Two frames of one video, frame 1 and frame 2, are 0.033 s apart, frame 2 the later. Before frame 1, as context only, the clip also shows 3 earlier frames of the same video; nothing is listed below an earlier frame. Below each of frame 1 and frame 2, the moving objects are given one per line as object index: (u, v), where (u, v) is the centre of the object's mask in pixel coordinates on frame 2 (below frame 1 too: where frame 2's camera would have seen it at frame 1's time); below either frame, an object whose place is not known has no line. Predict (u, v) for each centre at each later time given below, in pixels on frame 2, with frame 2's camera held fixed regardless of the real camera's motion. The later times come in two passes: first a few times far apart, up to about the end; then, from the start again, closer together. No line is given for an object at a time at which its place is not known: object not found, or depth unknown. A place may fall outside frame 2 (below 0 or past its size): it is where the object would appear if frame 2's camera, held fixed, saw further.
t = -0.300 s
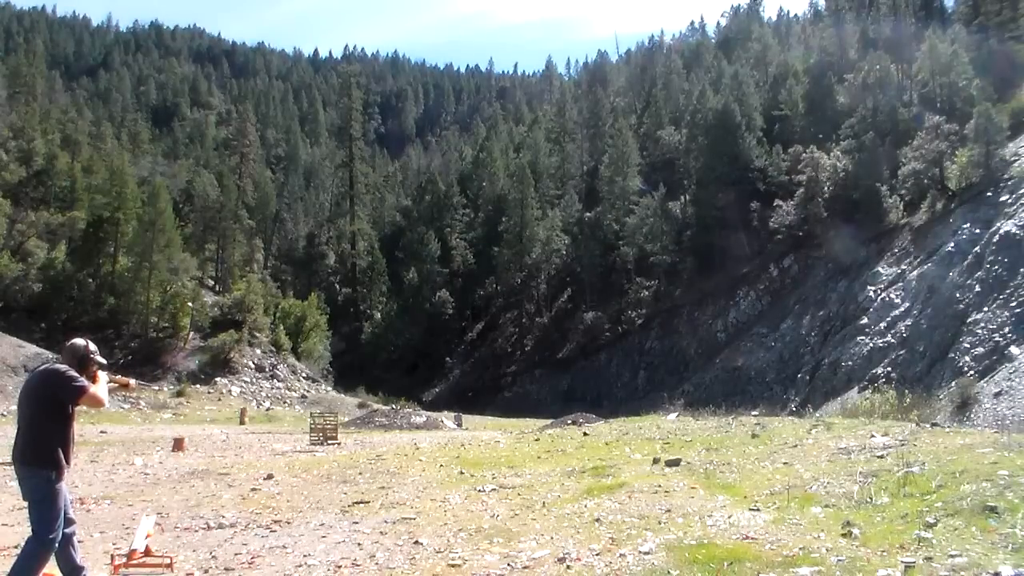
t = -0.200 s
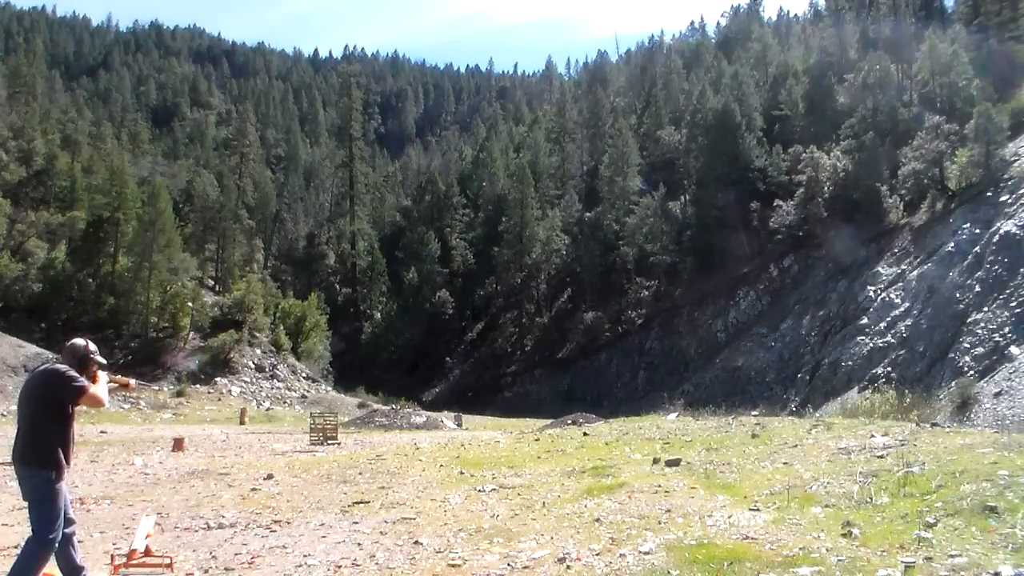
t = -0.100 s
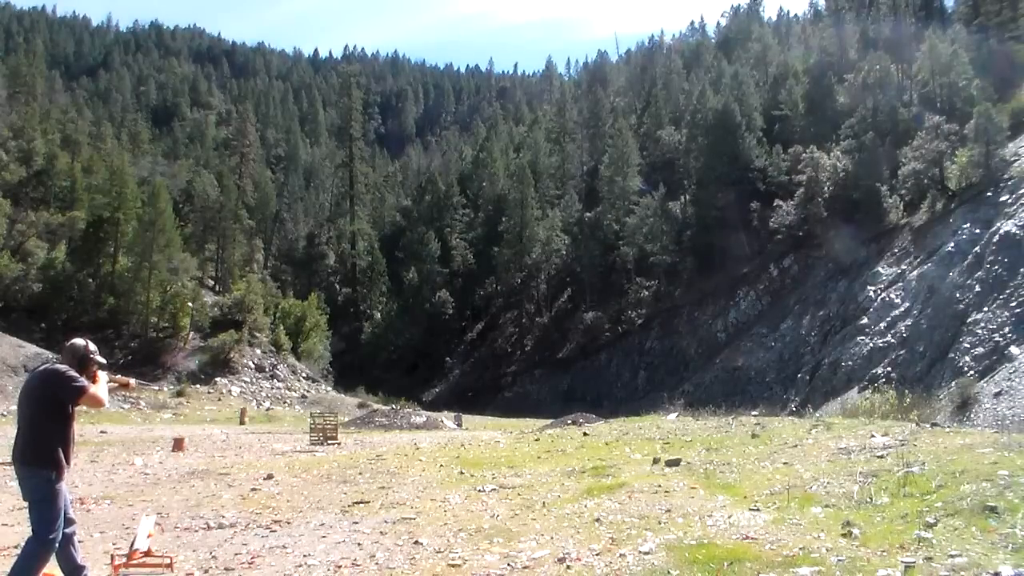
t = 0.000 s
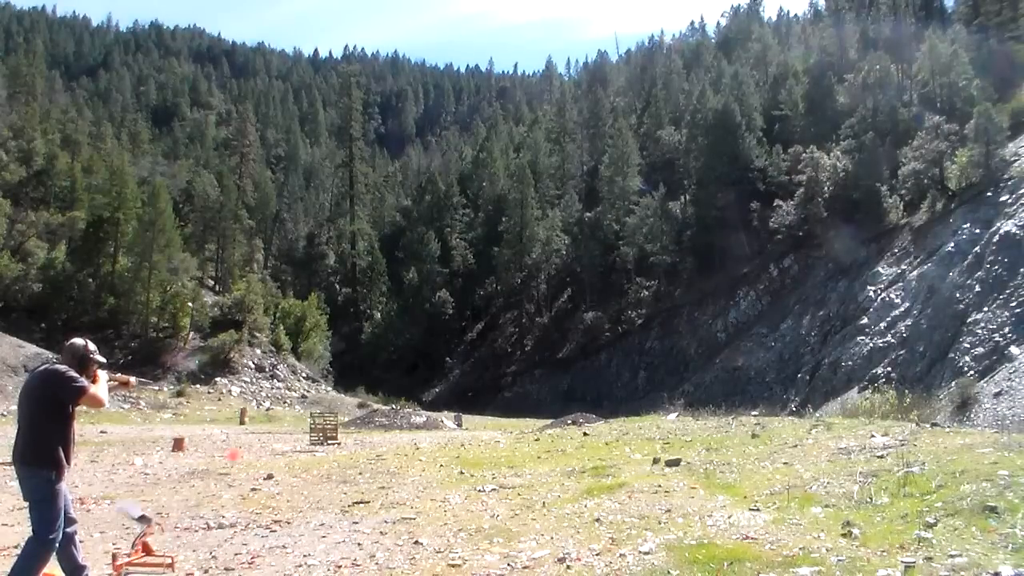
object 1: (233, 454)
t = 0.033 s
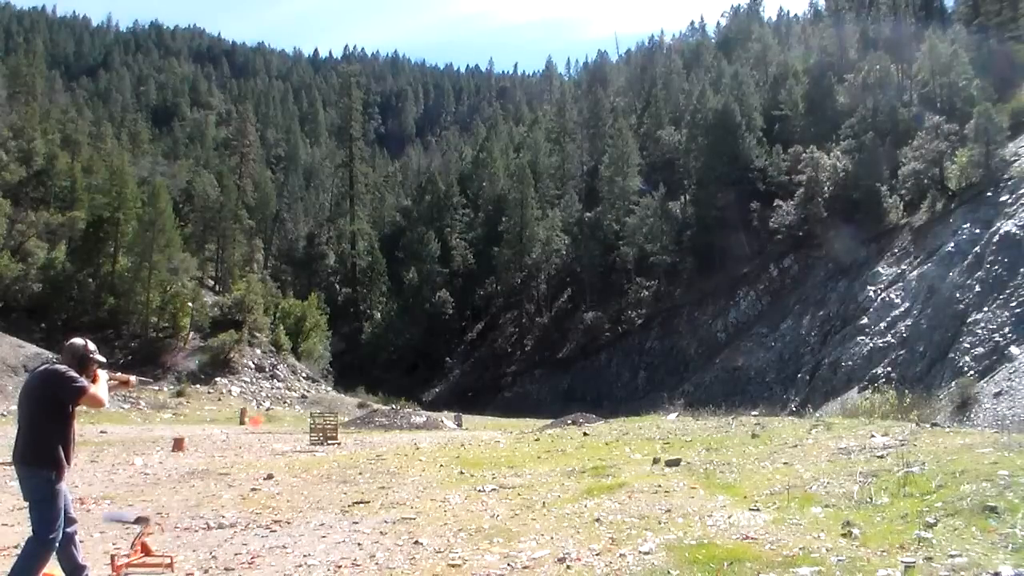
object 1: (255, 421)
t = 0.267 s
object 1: (355, 268)
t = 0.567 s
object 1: (415, 176)
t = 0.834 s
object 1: (444, 138)
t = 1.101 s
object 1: (464, 125)
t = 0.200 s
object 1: (333, 300)
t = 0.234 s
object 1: (345, 285)
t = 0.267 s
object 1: (355, 268)
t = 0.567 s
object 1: (415, 176)
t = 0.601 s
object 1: (419, 169)
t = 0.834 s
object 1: (444, 138)
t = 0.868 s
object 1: (448, 135)
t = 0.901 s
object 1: (449, 134)
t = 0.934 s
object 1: (452, 132)
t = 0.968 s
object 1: (456, 129)
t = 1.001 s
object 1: (458, 127)
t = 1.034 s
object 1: (460, 127)
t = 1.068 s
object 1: (462, 126)
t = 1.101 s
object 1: (464, 125)
